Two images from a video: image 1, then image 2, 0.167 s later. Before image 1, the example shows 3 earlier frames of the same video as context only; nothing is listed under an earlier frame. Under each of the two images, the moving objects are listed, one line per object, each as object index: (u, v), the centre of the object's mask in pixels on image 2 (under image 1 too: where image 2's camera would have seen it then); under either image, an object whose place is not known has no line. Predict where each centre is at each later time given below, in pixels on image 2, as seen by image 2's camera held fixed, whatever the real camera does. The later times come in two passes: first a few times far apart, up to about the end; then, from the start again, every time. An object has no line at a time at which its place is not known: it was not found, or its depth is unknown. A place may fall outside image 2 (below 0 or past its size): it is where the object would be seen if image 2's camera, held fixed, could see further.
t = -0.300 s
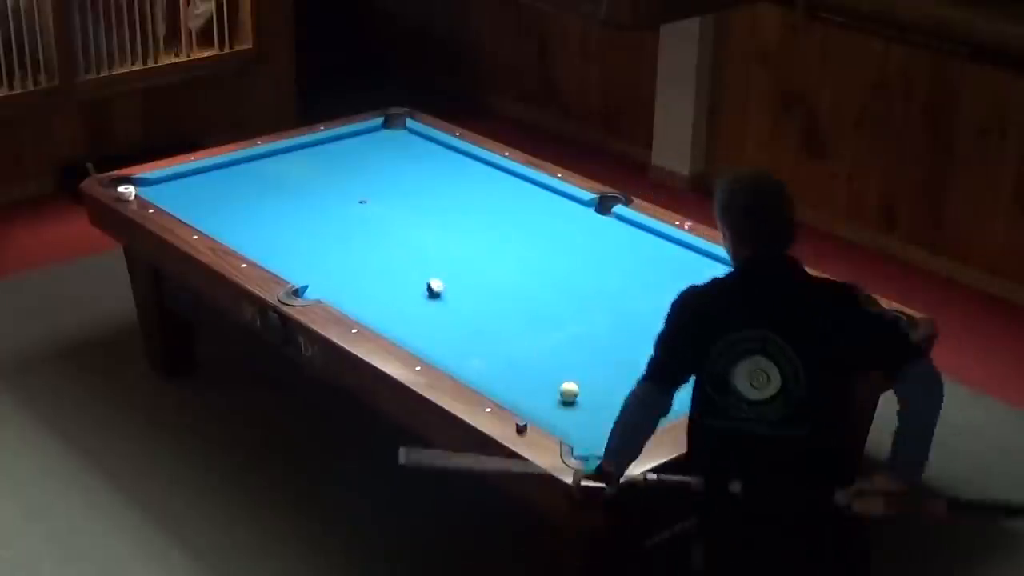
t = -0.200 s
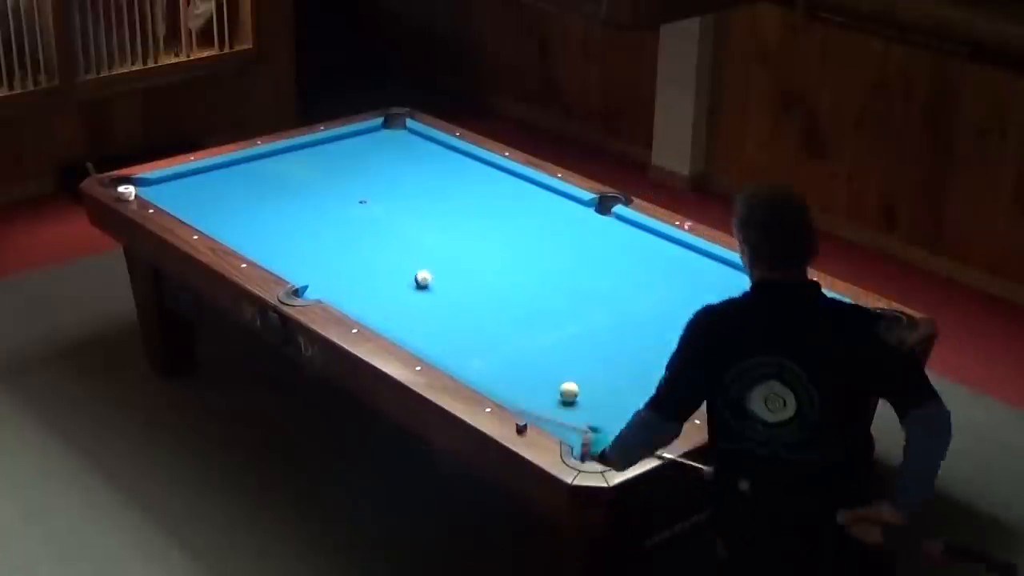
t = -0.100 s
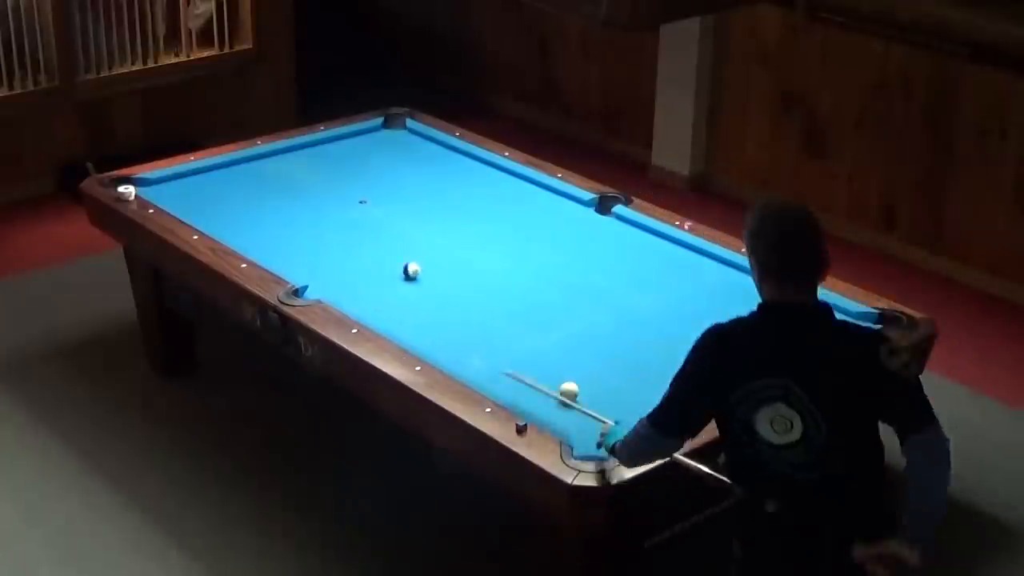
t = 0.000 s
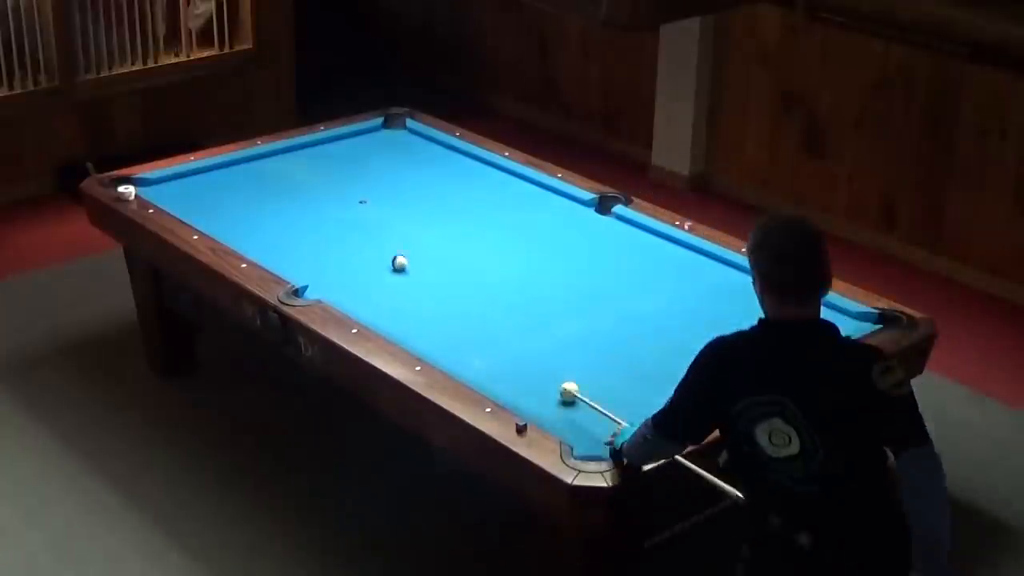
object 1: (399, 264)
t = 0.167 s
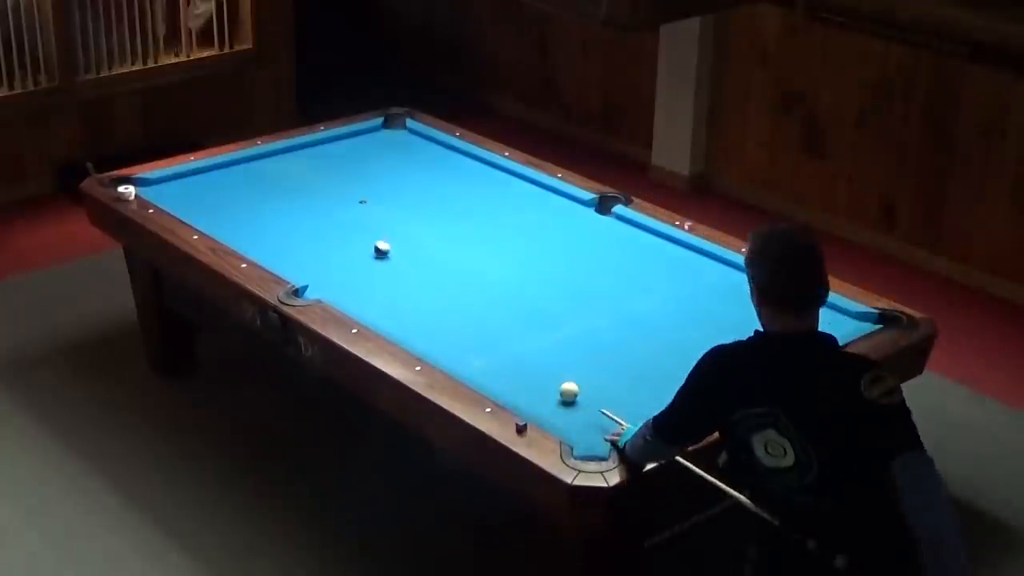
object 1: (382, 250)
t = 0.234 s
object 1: (374, 245)
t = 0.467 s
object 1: (352, 229)
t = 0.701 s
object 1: (332, 211)
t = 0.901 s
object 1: (362, 175)
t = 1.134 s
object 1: (386, 143)
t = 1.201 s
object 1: (392, 134)
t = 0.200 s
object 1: (378, 247)
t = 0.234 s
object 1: (374, 245)
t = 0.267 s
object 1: (371, 242)
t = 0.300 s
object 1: (368, 239)
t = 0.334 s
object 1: (364, 238)
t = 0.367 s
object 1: (362, 235)
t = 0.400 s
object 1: (358, 232)
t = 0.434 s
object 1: (355, 231)
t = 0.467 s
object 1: (352, 229)
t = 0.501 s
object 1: (349, 225)
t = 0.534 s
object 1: (345, 223)
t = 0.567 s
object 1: (342, 221)
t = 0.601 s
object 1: (340, 219)
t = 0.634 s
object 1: (337, 217)
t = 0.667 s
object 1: (334, 214)
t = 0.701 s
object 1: (332, 211)
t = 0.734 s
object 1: (335, 207)
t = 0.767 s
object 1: (341, 199)
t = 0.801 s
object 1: (347, 195)
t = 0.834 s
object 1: (352, 187)
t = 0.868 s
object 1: (357, 182)
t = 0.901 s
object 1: (362, 175)
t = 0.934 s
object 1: (366, 171)
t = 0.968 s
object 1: (370, 165)
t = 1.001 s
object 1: (373, 161)
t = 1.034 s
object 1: (377, 157)
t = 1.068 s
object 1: (380, 151)
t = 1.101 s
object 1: (383, 147)
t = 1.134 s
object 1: (386, 143)
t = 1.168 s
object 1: (390, 137)
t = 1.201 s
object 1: (392, 134)
